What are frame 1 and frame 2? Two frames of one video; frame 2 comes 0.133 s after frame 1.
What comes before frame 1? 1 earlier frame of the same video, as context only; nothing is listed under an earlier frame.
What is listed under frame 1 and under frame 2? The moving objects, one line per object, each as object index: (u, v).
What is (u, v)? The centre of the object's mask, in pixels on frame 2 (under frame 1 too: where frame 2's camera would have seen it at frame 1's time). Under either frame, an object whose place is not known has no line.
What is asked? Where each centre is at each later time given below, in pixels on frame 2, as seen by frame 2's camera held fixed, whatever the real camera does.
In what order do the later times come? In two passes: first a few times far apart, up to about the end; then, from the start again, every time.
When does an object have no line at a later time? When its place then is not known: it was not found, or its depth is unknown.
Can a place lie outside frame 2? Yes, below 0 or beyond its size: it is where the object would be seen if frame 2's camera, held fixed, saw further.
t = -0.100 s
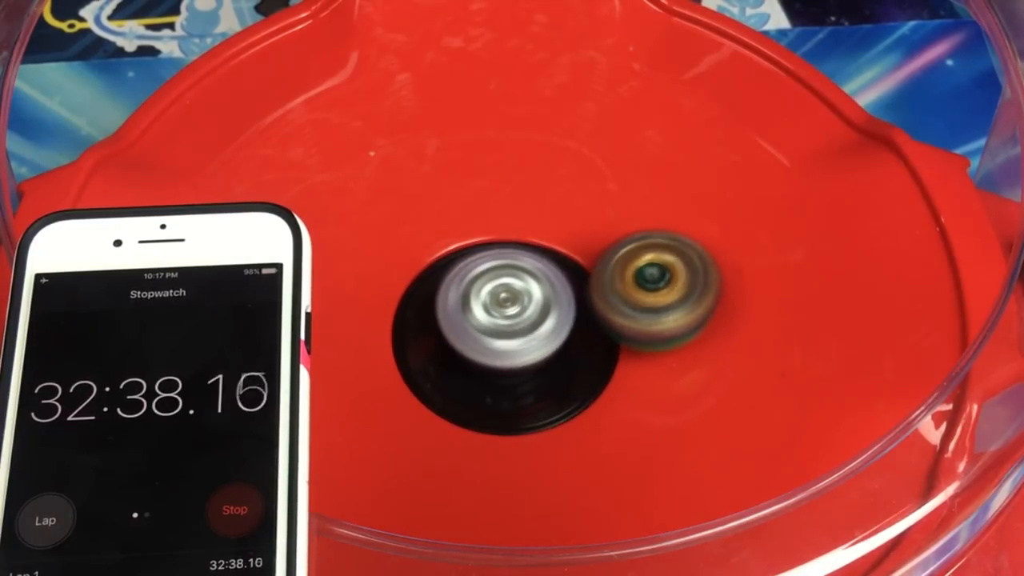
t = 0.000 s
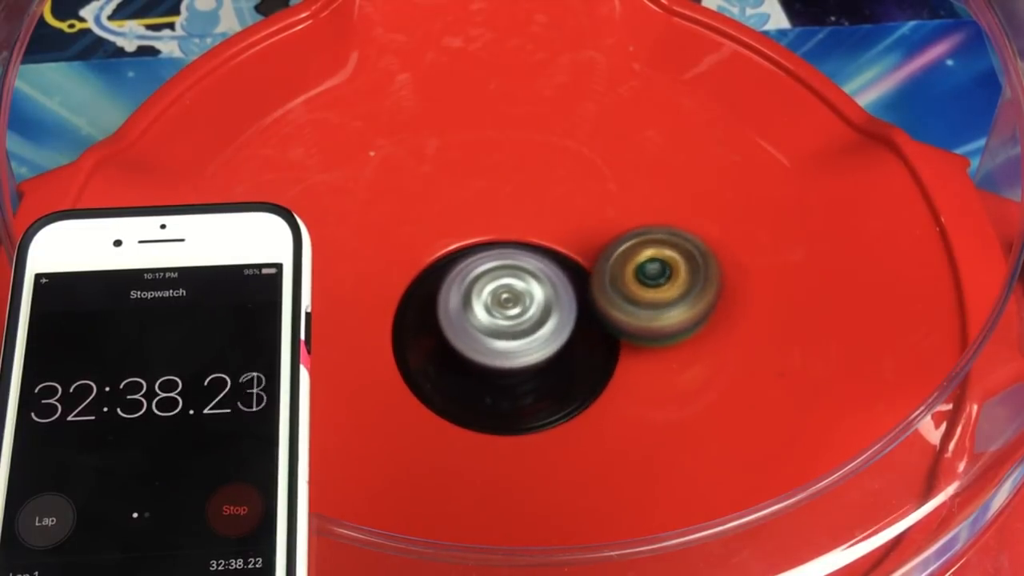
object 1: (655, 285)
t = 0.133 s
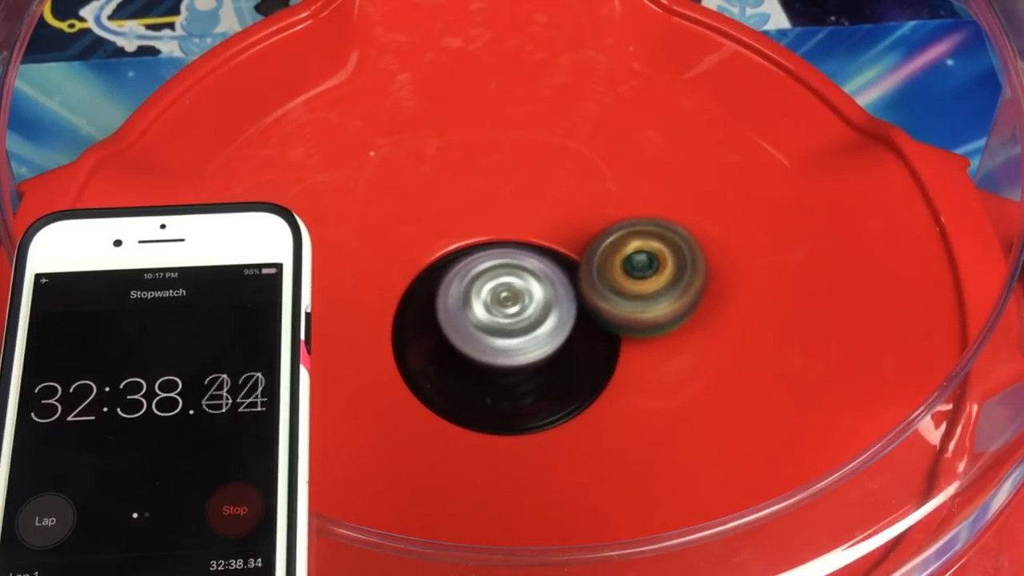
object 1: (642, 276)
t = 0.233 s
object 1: (643, 271)
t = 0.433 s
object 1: (658, 275)
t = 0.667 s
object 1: (649, 290)
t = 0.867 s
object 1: (649, 305)
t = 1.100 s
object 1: (663, 306)
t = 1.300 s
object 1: (657, 307)
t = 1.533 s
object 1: (651, 331)
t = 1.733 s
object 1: (639, 356)
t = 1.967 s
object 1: (615, 379)
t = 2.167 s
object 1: (618, 382)
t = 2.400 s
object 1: (611, 383)
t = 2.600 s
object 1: (602, 391)
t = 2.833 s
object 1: (593, 396)
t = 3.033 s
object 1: (592, 395)
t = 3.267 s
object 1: (587, 410)
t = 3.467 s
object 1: (575, 404)
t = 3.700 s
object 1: (557, 417)
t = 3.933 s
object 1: (547, 416)
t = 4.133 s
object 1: (519, 422)
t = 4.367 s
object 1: (501, 440)
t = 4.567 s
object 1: (505, 425)
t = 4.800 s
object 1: (489, 424)
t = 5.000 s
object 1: (486, 423)
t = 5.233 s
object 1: (474, 422)
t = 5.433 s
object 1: (457, 418)
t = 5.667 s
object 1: (437, 415)
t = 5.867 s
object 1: (441, 413)
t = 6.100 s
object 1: (455, 414)
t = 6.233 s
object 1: (445, 416)
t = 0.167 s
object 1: (641, 274)
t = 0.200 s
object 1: (640, 272)
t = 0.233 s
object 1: (643, 271)
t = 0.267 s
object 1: (643, 271)
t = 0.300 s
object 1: (641, 272)
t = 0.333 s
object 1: (637, 272)
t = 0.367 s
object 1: (638, 272)
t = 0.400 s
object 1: (652, 272)
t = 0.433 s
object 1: (658, 275)
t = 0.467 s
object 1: (658, 278)
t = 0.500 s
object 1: (655, 281)
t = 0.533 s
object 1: (648, 285)
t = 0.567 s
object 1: (643, 287)
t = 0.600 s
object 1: (642, 288)
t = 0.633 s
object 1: (647, 288)
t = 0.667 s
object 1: (649, 290)
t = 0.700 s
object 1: (647, 291)
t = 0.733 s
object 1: (645, 293)
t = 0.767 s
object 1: (649, 298)
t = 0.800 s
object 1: (648, 302)
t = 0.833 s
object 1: (647, 304)
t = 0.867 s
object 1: (649, 305)
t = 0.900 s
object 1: (654, 306)
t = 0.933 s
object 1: (657, 307)
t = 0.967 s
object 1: (657, 307)
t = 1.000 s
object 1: (654, 307)
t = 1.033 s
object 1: (649, 307)
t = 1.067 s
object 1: (650, 306)
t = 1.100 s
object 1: (663, 306)
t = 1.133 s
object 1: (670, 307)
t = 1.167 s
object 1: (673, 308)
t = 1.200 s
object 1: (673, 309)
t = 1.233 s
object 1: (669, 309)
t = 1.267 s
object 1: (664, 308)
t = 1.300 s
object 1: (657, 307)
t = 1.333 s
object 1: (649, 306)
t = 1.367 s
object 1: (646, 307)
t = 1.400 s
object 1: (649, 312)
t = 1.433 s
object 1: (646, 316)
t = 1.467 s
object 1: (643, 320)
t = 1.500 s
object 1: (647, 325)
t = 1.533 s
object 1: (651, 331)
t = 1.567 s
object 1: (652, 335)
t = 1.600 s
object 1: (649, 339)
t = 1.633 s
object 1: (643, 341)
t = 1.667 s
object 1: (636, 343)
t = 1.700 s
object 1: (636, 348)
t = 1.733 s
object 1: (639, 356)
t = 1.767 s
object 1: (638, 362)
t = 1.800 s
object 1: (634, 367)
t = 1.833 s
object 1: (628, 369)
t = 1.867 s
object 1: (619, 370)
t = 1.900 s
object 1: (616, 373)
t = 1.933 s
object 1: (616, 377)
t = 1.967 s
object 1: (615, 379)
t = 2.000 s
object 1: (615, 381)
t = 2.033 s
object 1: (618, 385)
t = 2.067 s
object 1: (619, 386)
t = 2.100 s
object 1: (619, 385)
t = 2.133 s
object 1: (619, 384)
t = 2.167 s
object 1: (618, 382)
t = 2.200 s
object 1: (617, 379)
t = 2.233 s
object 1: (615, 376)
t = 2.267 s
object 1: (616, 376)
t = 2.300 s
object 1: (617, 376)
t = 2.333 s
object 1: (616, 377)
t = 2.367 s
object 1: (614, 379)
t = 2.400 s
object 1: (611, 383)
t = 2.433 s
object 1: (607, 383)
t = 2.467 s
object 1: (606, 385)
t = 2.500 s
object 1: (604, 387)
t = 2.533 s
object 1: (601, 387)
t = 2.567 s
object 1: (602, 388)
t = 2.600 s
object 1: (602, 391)
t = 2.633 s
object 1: (600, 392)
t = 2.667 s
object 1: (597, 391)
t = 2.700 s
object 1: (596, 392)
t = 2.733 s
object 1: (596, 392)
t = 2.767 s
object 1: (596, 395)
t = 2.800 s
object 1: (595, 396)
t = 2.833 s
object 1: (593, 396)
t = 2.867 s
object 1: (594, 397)
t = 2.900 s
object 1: (594, 397)
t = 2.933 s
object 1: (592, 395)
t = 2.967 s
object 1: (593, 395)
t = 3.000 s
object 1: (593, 395)
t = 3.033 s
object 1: (592, 395)
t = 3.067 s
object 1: (591, 396)
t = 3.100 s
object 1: (592, 402)
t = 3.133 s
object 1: (591, 403)
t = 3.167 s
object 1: (588, 403)
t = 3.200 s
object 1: (585, 400)
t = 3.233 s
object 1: (586, 402)
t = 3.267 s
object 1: (587, 410)
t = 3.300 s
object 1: (585, 413)
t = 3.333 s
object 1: (583, 413)
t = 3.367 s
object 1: (580, 411)
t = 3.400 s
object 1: (577, 407)
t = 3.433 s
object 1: (576, 403)
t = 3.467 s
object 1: (575, 404)
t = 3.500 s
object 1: (575, 406)
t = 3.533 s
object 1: (575, 407)
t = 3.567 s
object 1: (574, 406)
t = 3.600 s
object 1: (573, 409)
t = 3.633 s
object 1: (569, 415)
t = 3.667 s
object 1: (563, 418)
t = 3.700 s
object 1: (557, 417)
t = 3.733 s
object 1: (552, 413)
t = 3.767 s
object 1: (550, 413)
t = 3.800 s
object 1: (550, 416)
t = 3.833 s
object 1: (548, 416)
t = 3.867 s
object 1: (547, 415)
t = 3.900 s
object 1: (547, 415)
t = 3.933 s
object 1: (547, 416)
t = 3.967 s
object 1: (546, 415)
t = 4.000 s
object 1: (543, 415)
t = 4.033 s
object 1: (536, 419)
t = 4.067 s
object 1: (529, 422)
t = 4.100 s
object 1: (524, 423)
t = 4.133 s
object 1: (519, 422)
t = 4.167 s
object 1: (514, 420)
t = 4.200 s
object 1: (511, 419)
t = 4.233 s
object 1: (509, 419)
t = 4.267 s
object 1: (506, 427)
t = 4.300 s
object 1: (503, 435)
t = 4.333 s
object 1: (501, 438)
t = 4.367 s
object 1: (501, 440)
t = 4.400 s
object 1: (501, 441)
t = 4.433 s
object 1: (501, 440)
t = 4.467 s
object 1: (501, 438)
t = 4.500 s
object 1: (502, 435)
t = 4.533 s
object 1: (504, 431)
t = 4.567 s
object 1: (505, 425)
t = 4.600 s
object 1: (507, 419)
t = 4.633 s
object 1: (504, 421)
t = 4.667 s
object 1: (500, 425)
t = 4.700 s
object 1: (496, 425)
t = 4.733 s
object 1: (493, 421)
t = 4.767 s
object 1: (492, 419)
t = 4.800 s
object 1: (489, 424)
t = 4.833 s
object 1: (487, 427)
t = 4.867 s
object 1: (484, 426)
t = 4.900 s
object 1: (484, 423)
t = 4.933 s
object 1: (485, 419)
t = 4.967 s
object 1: (486, 417)
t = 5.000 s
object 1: (486, 423)
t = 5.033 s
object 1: (485, 424)
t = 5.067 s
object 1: (485, 423)
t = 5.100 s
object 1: (486, 420)
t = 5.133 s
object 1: (484, 419)
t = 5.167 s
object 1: (480, 418)
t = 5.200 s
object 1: (478, 418)
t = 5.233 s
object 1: (474, 422)
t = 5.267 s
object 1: (472, 423)
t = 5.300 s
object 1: (472, 422)
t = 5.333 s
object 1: (472, 420)
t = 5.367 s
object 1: (466, 422)
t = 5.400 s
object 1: (460, 421)
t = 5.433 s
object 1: (457, 418)
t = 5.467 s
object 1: (456, 414)
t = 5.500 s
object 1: (455, 411)
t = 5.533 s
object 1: (452, 409)
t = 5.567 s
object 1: (450, 408)
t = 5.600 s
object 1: (445, 412)
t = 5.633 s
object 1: (440, 415)
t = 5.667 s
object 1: (437, 415)
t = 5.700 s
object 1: (437, 414)
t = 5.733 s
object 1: (438, 412)
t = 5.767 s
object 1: (441, 408)
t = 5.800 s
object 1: (444, 408)
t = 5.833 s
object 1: (443, 411)
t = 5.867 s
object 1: (441, 413)
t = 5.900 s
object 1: (441, 414)
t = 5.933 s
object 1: (443, 413)
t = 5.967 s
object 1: (447, 410)
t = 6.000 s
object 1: (451, 409)
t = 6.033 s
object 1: (451, 413)
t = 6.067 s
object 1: (452, 414)
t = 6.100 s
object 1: (455, 414)
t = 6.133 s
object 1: (453, 416)
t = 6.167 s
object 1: (447, 417)
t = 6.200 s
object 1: (444, 417)
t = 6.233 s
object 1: (445, 416)
